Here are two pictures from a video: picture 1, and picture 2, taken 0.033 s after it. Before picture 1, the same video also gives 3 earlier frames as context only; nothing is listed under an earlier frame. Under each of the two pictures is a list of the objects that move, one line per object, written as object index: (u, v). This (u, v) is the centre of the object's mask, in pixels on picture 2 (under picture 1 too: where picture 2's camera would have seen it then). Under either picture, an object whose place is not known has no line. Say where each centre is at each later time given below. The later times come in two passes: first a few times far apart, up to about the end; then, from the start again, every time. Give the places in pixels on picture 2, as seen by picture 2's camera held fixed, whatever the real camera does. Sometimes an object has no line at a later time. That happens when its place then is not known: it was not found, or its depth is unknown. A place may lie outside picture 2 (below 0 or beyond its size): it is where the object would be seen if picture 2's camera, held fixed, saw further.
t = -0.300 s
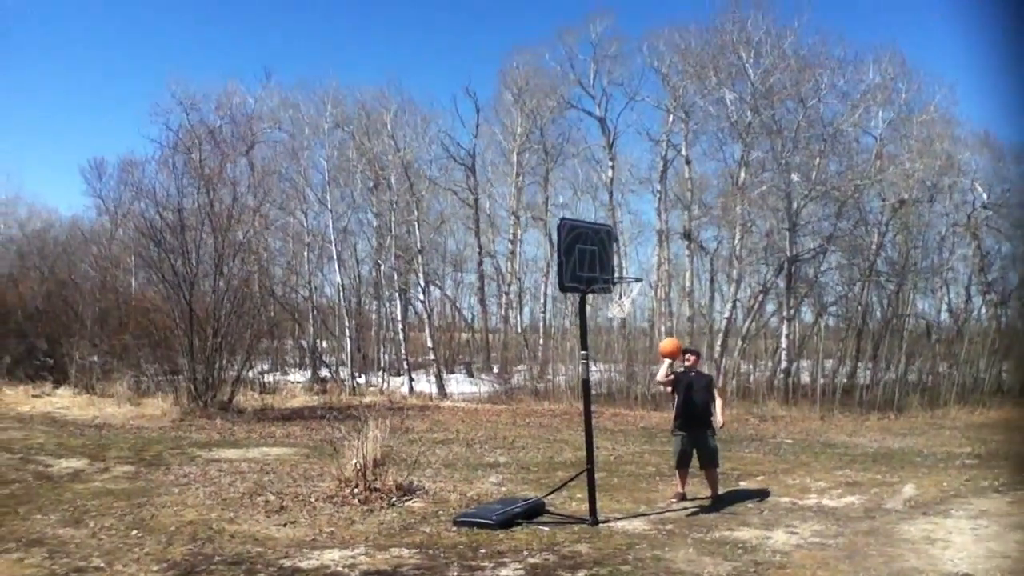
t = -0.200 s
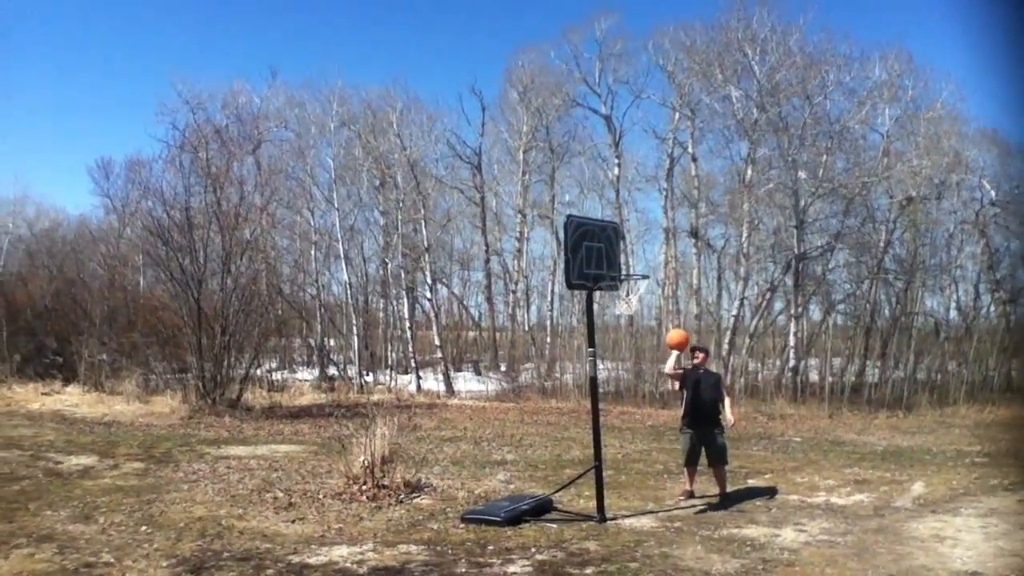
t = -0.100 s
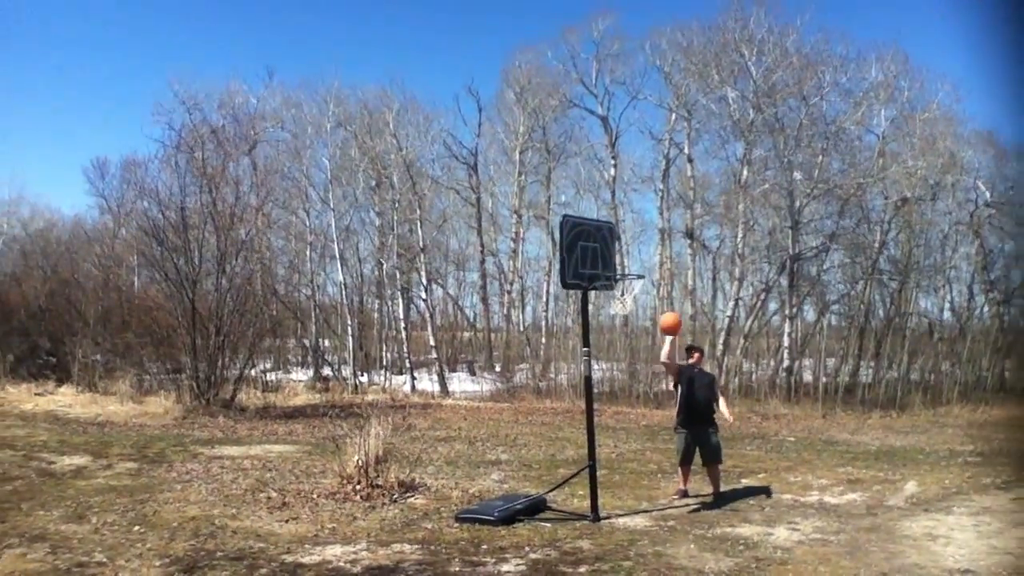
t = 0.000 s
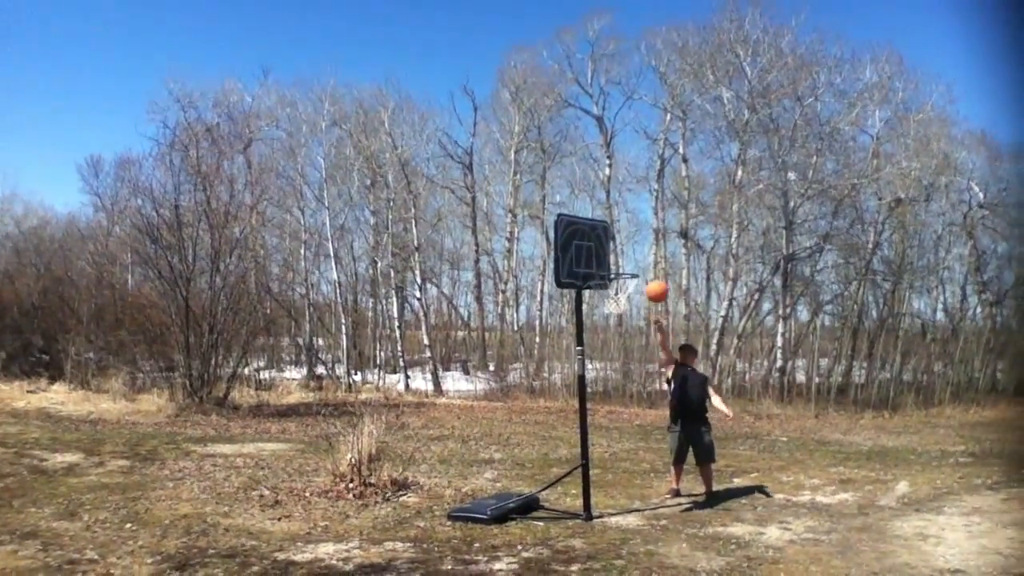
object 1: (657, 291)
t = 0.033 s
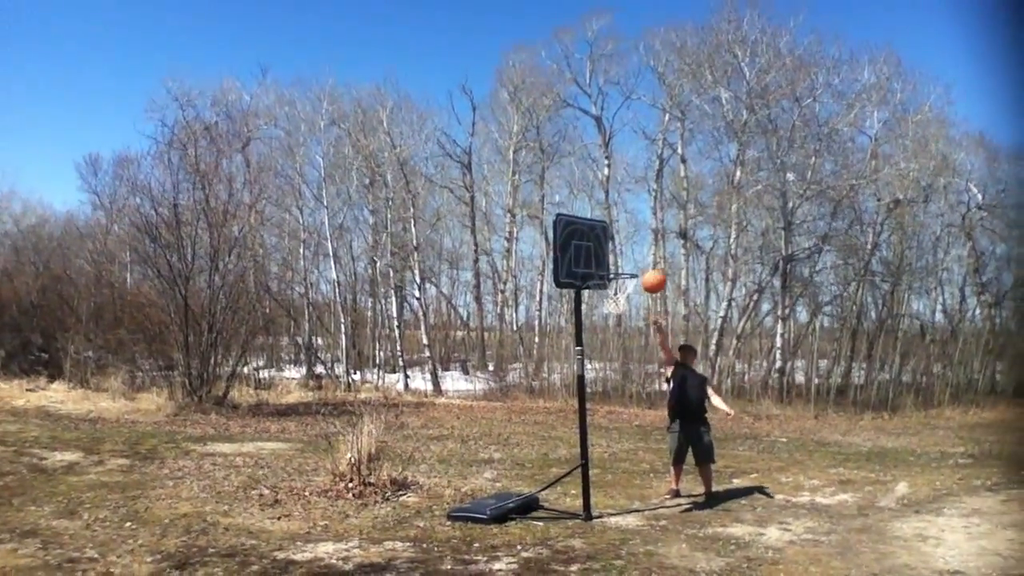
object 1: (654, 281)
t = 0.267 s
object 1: (633, 244)
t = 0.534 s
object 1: (602, 263)
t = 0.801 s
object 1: (623, 263)
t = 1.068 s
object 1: (623, 265)
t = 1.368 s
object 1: (605, 312)
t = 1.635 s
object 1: (585, 423)
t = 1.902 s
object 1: (570, 476)
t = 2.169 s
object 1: (557, 436)
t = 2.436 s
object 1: (539, 474)
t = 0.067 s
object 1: (651, 273)
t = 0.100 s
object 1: (648, 267)
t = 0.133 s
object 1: (646, 259)
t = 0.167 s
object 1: (643, 254)
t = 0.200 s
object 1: (640, 250)
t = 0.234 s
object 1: (636, 246)
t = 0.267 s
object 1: (633, 244)
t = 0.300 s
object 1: (628, 242)
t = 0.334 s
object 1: (623, 241)
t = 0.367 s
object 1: (621, 242)
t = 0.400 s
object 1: (618, 244)
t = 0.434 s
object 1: (615, 246)
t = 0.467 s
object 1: (611, 251)
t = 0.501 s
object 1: (606, 256)
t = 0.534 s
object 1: (602, 263)
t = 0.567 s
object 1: (602, 263)
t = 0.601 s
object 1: (604, 262)
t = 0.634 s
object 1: (607, 259)
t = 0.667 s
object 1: (610, 257)
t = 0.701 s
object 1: (614, 257)
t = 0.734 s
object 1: (617, 258)
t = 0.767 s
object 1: (621, 260)
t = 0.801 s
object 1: (623, 263)
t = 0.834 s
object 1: (625, 266)
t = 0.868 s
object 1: (625, 264)
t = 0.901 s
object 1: (624, 262)
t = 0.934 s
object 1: (624, 261)
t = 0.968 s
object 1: (625, 260)
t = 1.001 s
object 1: (625, 260)
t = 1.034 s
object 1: (625, 262)
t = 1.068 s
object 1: (623, 265)
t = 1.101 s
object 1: (622, 268)
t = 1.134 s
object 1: (620, 271)
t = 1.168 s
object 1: (618, 274)
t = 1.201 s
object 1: (615, 278)
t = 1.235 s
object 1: (612, 282)
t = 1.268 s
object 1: (609, 287)
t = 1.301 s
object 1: (607, 294)
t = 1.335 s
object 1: (606, 302)
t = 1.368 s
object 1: (605, 312)
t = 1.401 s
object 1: (604, 320)
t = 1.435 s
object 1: (602, 332)
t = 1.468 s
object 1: (600, 344)
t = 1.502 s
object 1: (596, 357)
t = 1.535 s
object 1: (593, 371)
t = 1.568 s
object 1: (591, 386)
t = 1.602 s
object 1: (588, 404)
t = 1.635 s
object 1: (585, 423)
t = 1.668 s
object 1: (583, 442)
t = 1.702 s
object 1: (581, 464)
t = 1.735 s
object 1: (580, 487)
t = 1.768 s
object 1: (577, 511)
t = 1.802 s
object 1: (575, 511)
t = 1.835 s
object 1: (573, 499)
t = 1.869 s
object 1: (571, 487)
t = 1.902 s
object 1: (570, 476)
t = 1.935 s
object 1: (568, 468)
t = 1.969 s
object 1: (567, 460)
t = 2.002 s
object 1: (566, 453)
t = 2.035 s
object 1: (564, 447)
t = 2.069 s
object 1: (563, 443)
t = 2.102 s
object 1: (562, 439)
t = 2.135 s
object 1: (559, 437)
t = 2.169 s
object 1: (557, 436)
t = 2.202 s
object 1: (556, 436)
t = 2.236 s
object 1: (552, 438)
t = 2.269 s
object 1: (550, 440)
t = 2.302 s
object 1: (547, 444)
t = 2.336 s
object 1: (545, 450)
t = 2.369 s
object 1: (543, 457)
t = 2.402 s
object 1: (541, 465)
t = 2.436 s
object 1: (539, 474)
